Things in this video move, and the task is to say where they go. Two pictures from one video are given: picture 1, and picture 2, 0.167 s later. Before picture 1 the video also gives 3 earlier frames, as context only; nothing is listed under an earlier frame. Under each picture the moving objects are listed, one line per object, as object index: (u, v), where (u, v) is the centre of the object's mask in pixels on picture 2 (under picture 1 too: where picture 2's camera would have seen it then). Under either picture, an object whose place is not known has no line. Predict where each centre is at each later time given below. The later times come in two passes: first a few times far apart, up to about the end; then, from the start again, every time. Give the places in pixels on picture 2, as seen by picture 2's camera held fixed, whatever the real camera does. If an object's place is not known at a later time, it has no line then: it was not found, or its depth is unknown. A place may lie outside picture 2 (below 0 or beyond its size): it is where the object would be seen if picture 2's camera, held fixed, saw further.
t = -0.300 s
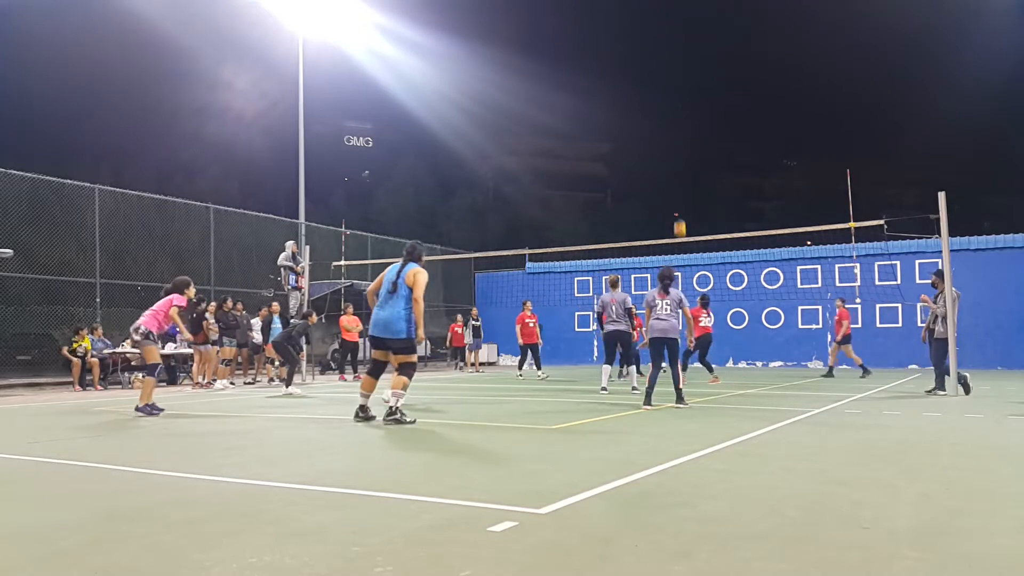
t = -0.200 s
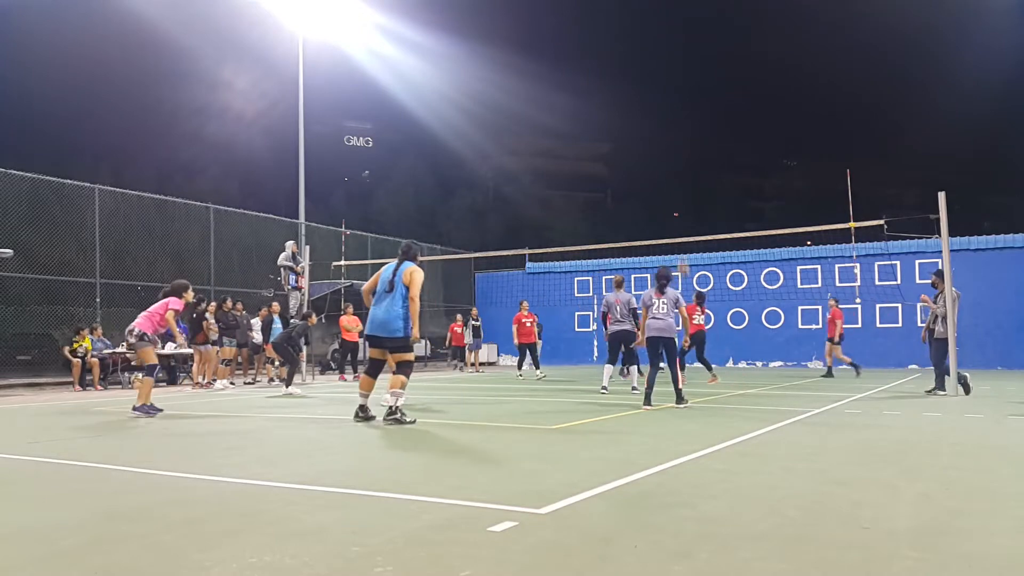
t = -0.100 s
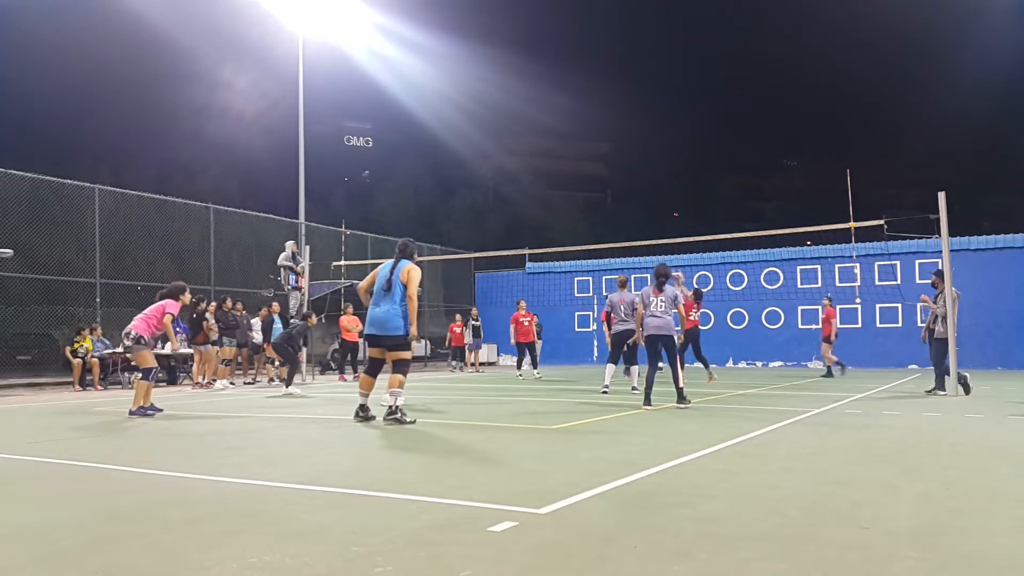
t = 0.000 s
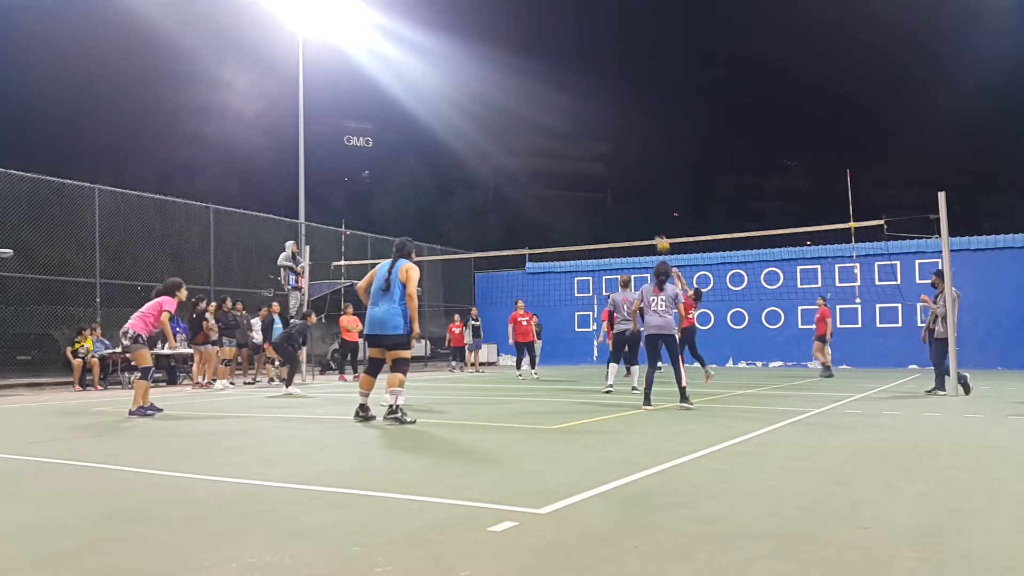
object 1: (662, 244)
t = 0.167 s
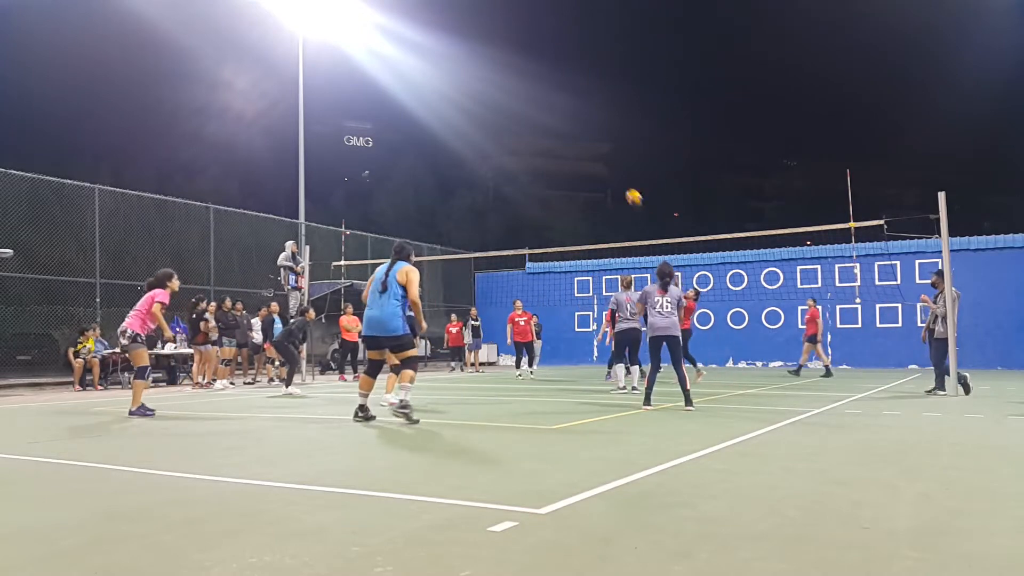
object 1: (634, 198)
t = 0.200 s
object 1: (628, 190)
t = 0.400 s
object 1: (589, 155)
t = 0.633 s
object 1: (538, 146)
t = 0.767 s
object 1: (503, 161)
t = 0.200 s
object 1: (628, 190)
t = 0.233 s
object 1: (622, 183)
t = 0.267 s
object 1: (615, 176)
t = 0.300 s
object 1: (609, 170)
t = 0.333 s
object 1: (602, 163)
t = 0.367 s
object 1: (596, 159)
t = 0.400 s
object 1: (589, 155)
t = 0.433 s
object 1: (582, 152)
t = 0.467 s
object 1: (576, 149)
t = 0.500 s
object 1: (569, 147)
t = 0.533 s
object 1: (560, 145)
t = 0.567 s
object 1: (553, 145)
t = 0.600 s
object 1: (545, 145)
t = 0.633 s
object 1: (538, 146)
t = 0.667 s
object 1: (530, 148)
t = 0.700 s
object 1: (521, 151)
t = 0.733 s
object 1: (512, 155)
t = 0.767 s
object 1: (503, 161)
